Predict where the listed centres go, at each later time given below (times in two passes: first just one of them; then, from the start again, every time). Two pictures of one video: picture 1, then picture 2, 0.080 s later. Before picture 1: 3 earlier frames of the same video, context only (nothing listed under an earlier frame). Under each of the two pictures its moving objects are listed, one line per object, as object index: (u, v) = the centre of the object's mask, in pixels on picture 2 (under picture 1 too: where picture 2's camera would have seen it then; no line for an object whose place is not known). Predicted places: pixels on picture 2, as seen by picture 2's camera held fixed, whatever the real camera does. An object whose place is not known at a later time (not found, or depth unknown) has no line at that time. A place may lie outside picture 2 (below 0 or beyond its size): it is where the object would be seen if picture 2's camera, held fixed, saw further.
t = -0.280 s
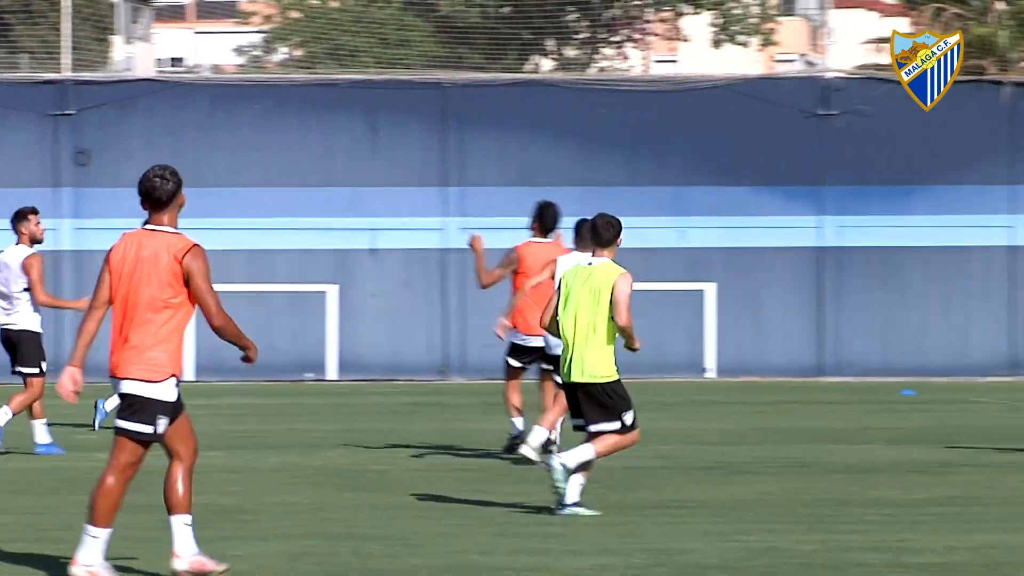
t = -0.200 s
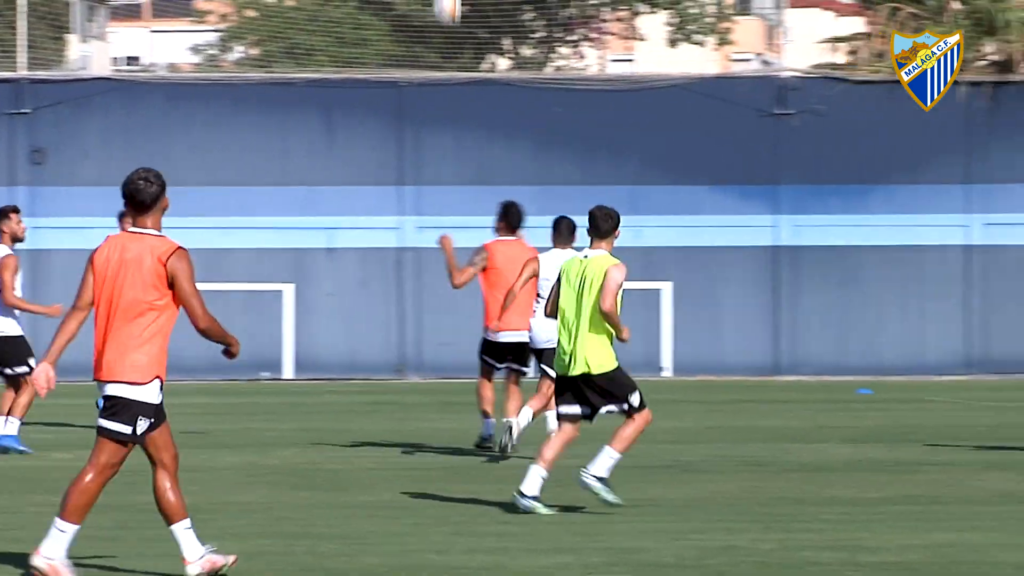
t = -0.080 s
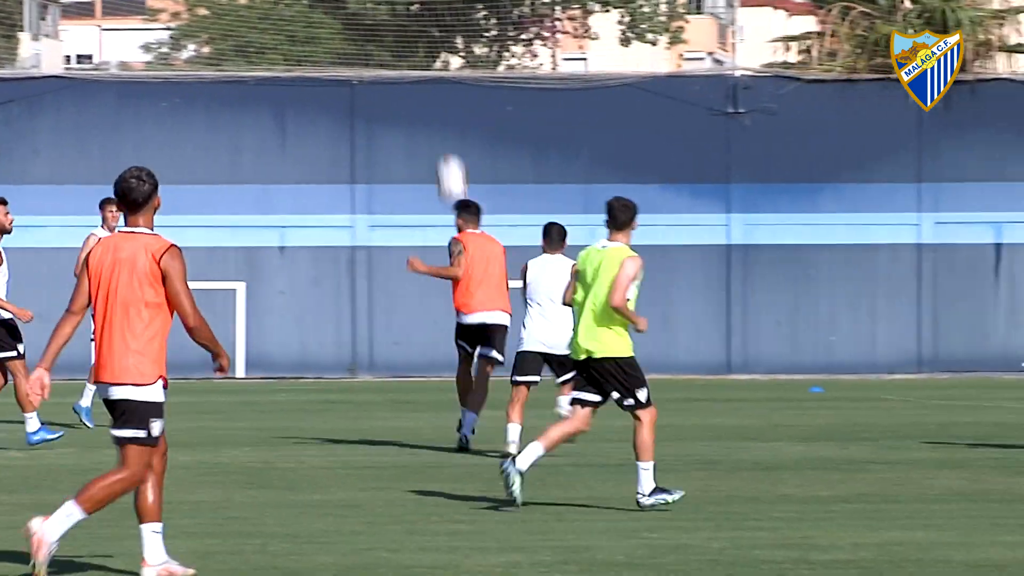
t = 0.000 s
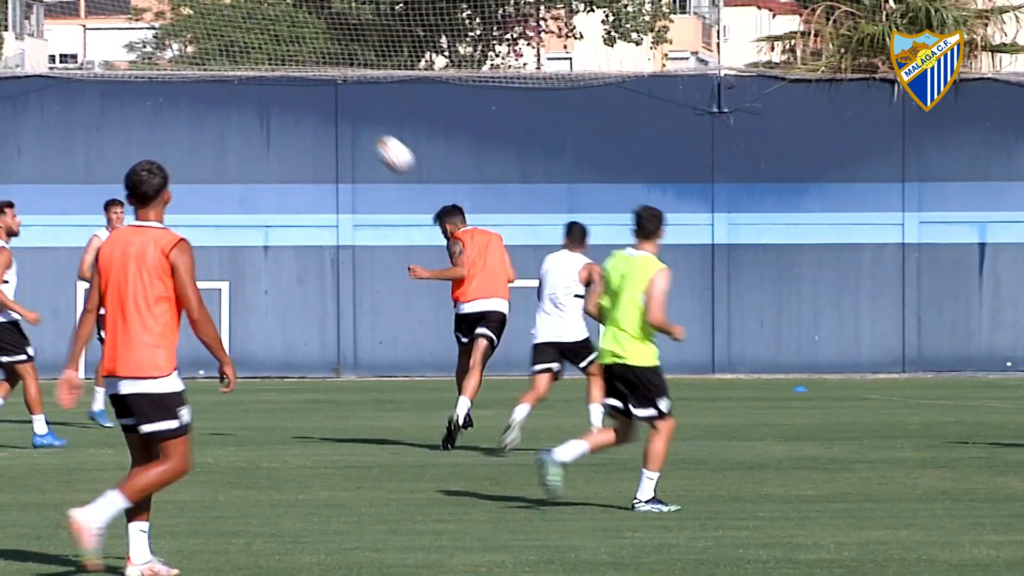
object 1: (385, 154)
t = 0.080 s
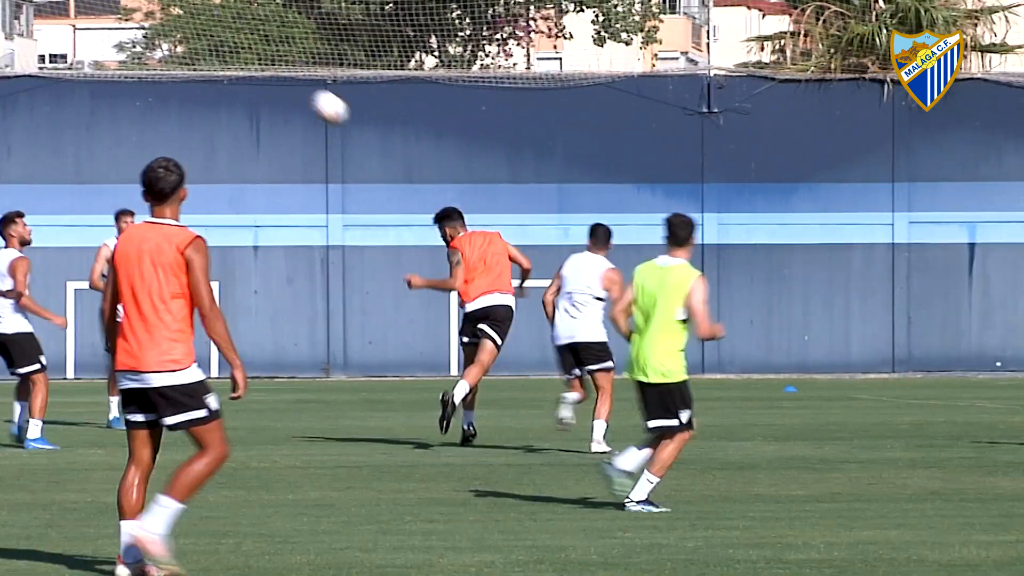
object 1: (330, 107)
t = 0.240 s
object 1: (226, 45)
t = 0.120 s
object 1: (303, 88)
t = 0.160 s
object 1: (277, 71)
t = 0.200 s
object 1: (251, 58)
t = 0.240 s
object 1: (226, 45)
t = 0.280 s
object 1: (201, 36)
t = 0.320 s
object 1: (177, 28)
